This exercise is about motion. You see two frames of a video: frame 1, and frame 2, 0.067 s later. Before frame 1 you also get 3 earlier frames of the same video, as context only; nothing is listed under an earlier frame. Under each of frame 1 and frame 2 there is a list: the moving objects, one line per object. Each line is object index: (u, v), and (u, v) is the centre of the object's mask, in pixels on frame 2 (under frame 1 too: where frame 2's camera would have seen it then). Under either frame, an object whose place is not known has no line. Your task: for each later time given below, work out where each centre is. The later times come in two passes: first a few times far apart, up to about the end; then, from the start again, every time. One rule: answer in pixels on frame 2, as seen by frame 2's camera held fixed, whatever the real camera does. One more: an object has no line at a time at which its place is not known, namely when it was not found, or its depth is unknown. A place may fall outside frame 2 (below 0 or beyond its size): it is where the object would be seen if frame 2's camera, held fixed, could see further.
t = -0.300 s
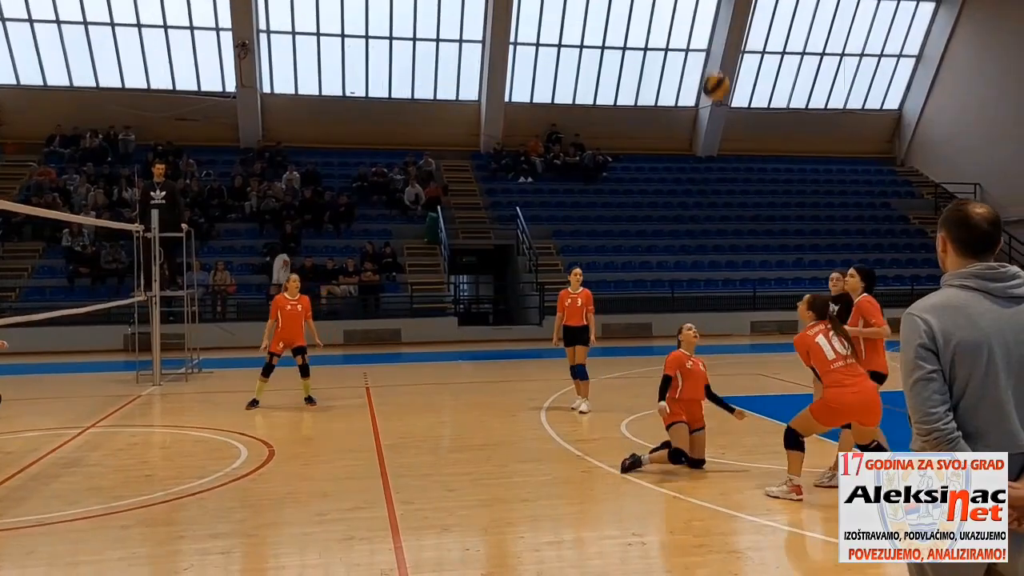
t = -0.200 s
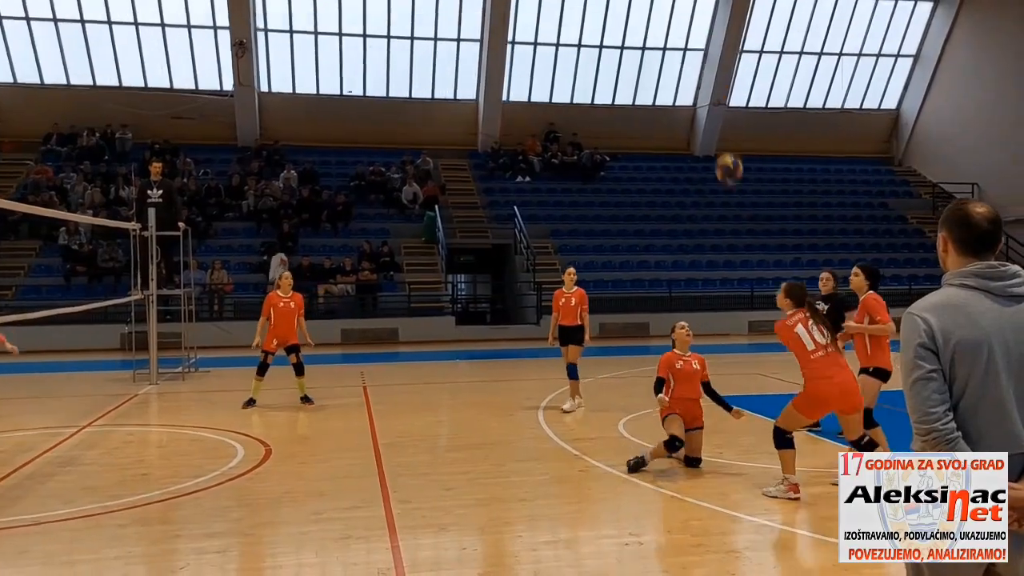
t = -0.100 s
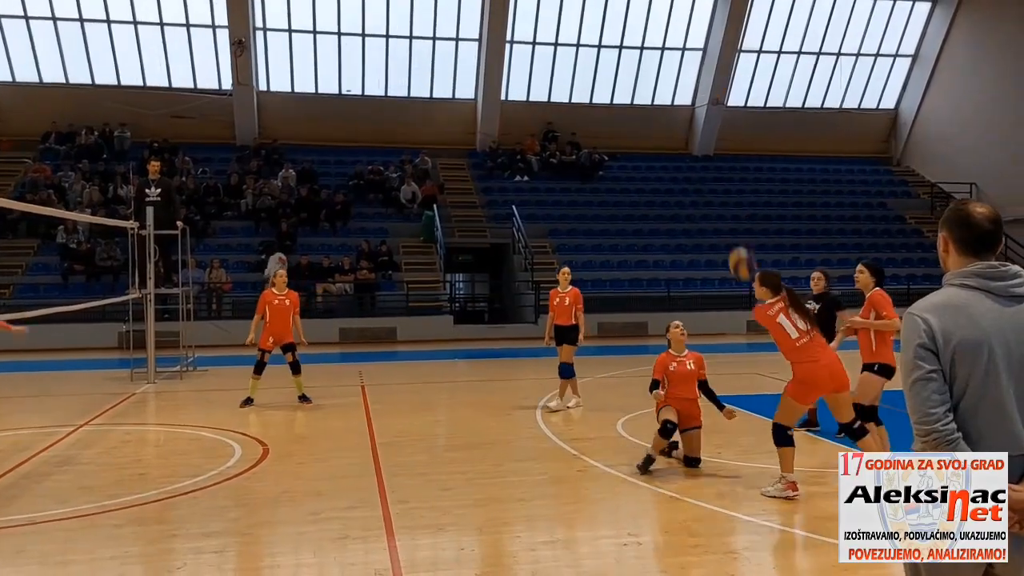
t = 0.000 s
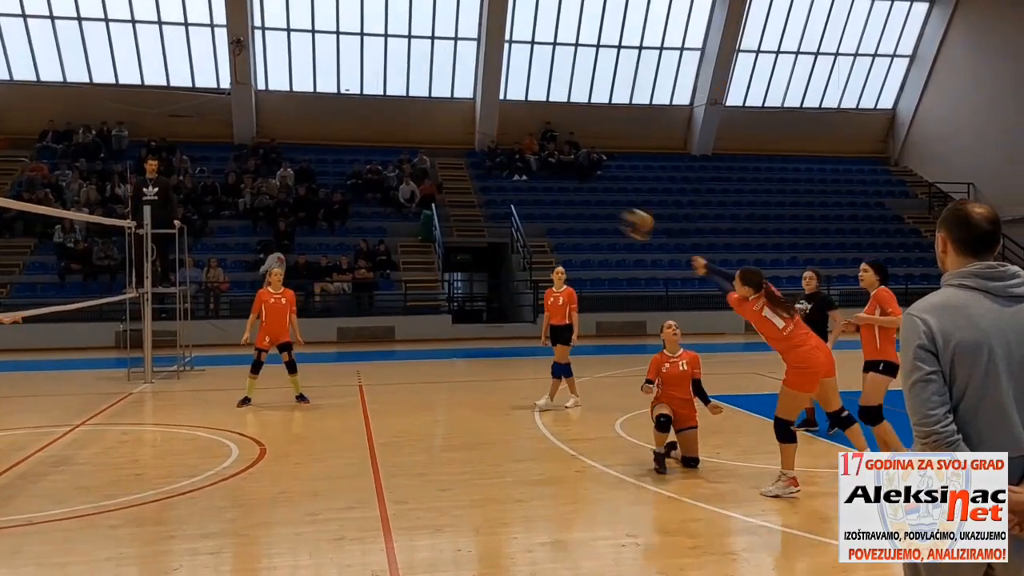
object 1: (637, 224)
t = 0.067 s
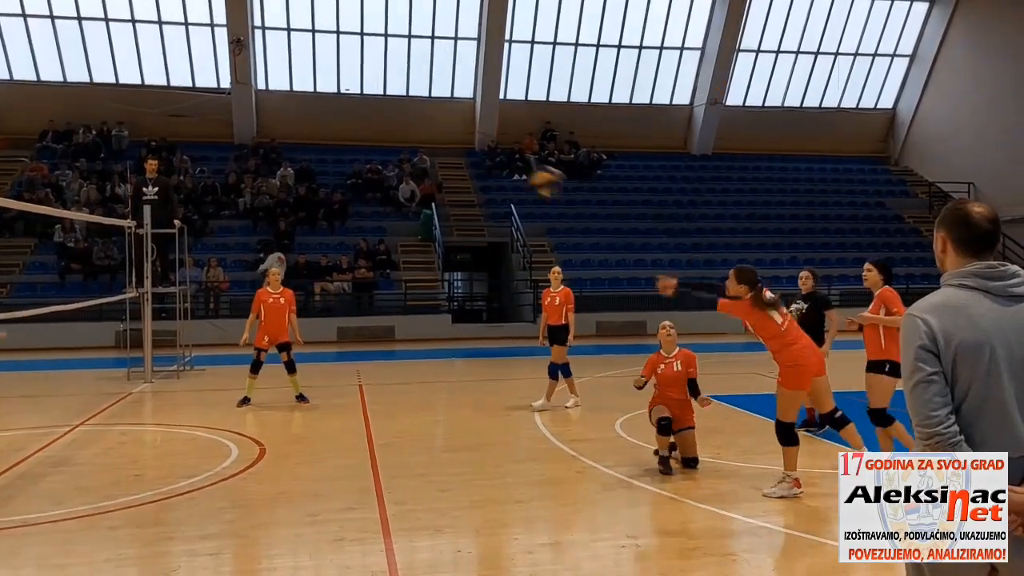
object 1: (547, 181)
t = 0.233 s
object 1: (304, 92)
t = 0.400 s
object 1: (28, 31)
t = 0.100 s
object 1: (501, 161)
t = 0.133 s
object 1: (452, 142)
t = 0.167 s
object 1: (405, 124)
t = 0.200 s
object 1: (356, 108)
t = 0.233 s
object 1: (304, 92)
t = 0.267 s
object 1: (248, 76)
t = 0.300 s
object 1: (198, 63)
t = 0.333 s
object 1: (143, 51)
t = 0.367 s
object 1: (86, 40)
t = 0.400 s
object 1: (28, 31)
